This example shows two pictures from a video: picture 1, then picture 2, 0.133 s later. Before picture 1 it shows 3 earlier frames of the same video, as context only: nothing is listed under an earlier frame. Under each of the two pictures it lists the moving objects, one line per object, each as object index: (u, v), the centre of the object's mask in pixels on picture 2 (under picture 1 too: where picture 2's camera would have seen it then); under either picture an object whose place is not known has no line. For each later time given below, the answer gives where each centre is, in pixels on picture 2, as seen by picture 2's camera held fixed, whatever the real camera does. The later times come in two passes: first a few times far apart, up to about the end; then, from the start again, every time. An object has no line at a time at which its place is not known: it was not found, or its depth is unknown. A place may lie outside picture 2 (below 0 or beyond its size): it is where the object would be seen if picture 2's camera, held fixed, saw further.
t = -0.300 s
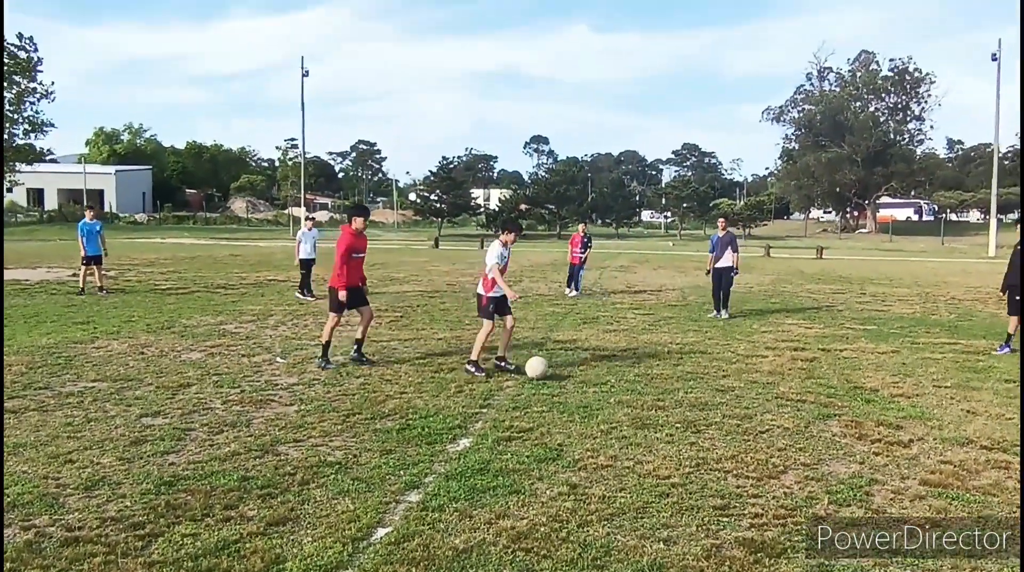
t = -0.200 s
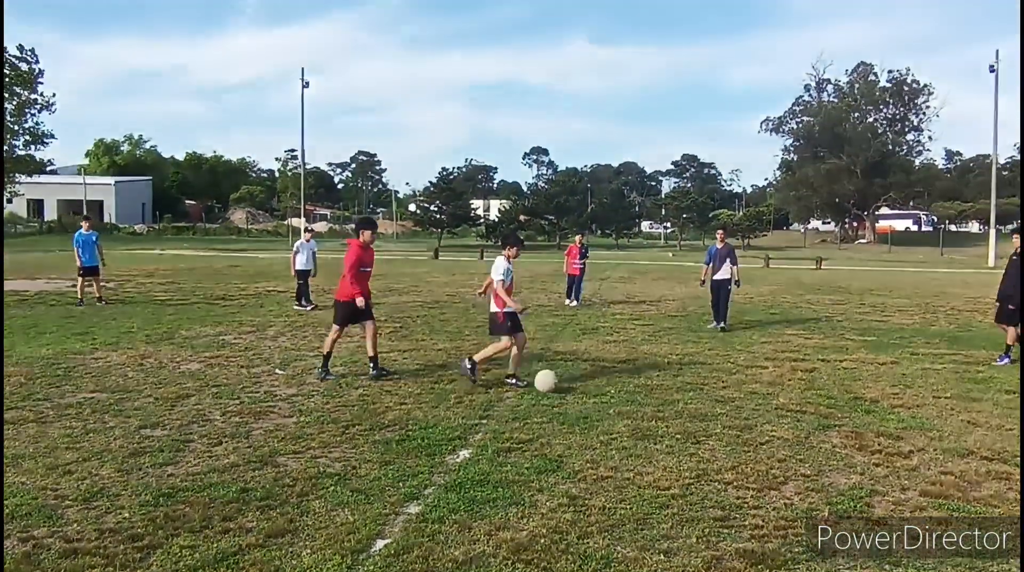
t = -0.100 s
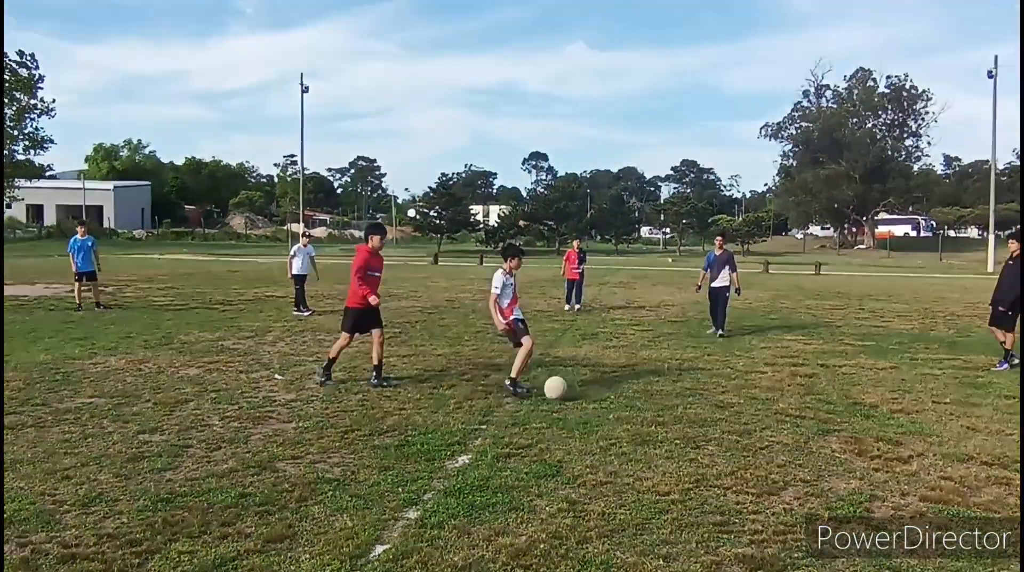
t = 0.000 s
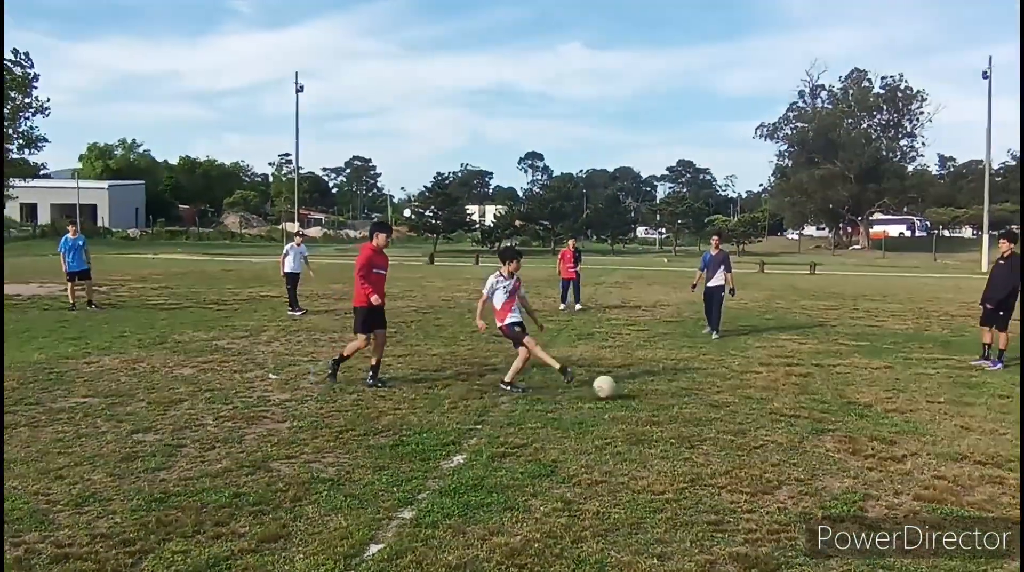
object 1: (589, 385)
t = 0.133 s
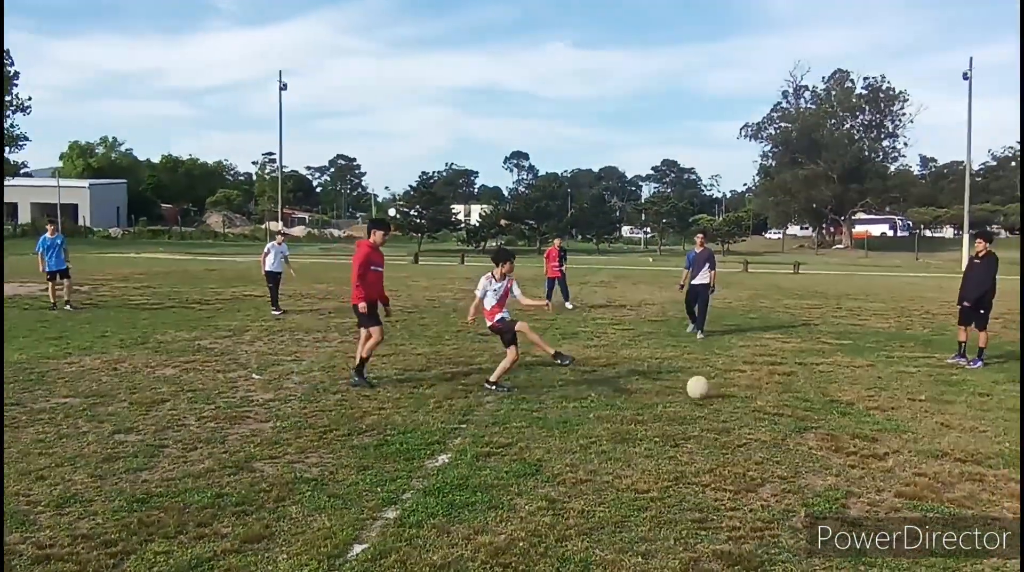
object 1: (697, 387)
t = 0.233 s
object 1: (759, 383)
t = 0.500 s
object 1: (894, 381)
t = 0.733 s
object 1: (989, 386)
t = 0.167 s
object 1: (718, 384)
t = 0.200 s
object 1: (739, 383)
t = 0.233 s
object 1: (759, 383)
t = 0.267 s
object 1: (779, 384)
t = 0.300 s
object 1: (798, 387)
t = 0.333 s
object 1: (817, 390)
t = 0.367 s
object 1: (834, 391)
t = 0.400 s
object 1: (849, 387)
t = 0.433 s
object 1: (864, 384)
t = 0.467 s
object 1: (879, 382)
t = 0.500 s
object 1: (894, 381)
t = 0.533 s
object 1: (908, 382)
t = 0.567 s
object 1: (923, 383)
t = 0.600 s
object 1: (936, 386)
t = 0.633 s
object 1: (950, 390)
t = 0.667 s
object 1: (963, 393)
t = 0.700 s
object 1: (976, 390)
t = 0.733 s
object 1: (989, 386)
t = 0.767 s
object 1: (1001, 384)
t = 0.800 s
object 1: (1014, 382)
